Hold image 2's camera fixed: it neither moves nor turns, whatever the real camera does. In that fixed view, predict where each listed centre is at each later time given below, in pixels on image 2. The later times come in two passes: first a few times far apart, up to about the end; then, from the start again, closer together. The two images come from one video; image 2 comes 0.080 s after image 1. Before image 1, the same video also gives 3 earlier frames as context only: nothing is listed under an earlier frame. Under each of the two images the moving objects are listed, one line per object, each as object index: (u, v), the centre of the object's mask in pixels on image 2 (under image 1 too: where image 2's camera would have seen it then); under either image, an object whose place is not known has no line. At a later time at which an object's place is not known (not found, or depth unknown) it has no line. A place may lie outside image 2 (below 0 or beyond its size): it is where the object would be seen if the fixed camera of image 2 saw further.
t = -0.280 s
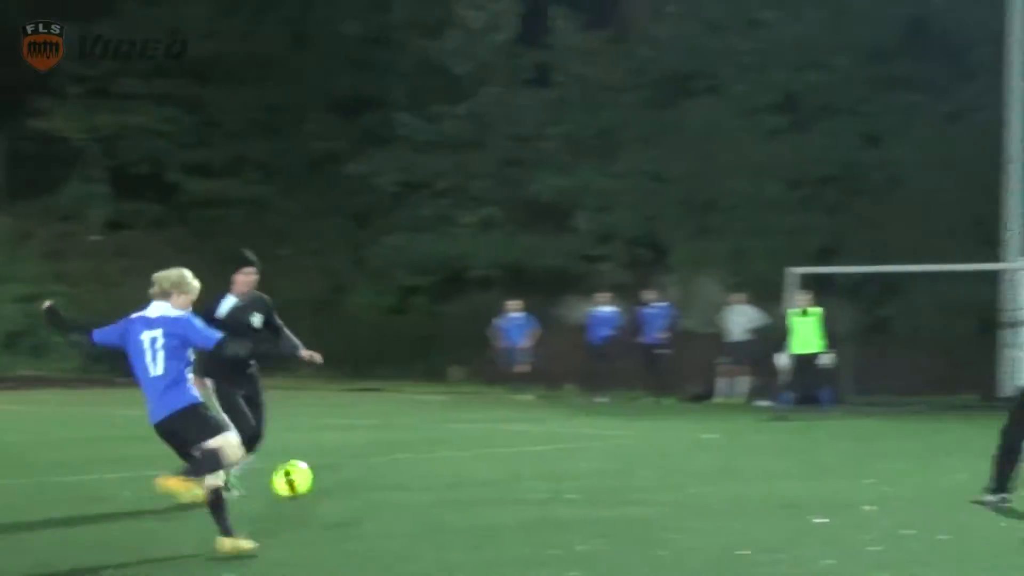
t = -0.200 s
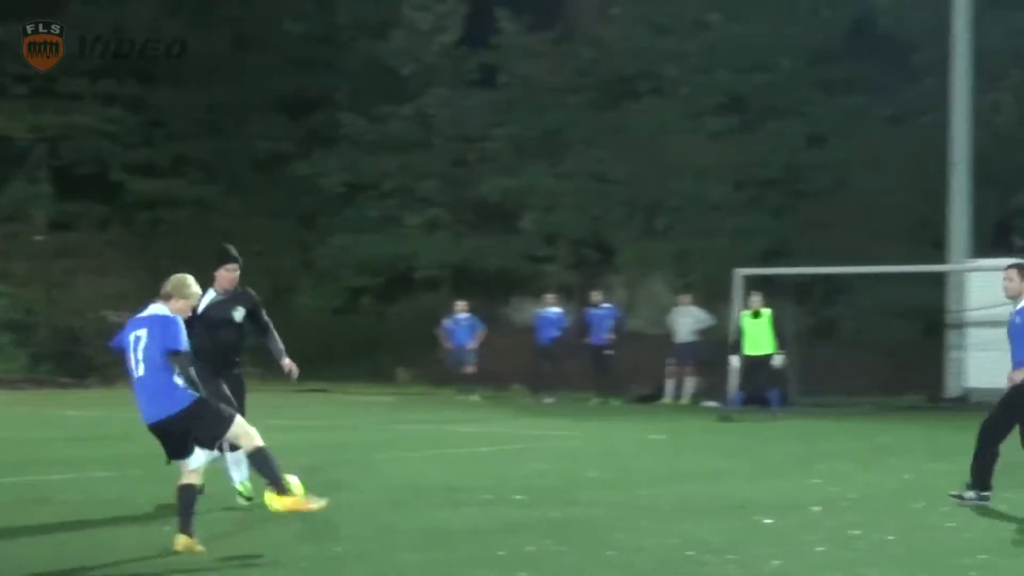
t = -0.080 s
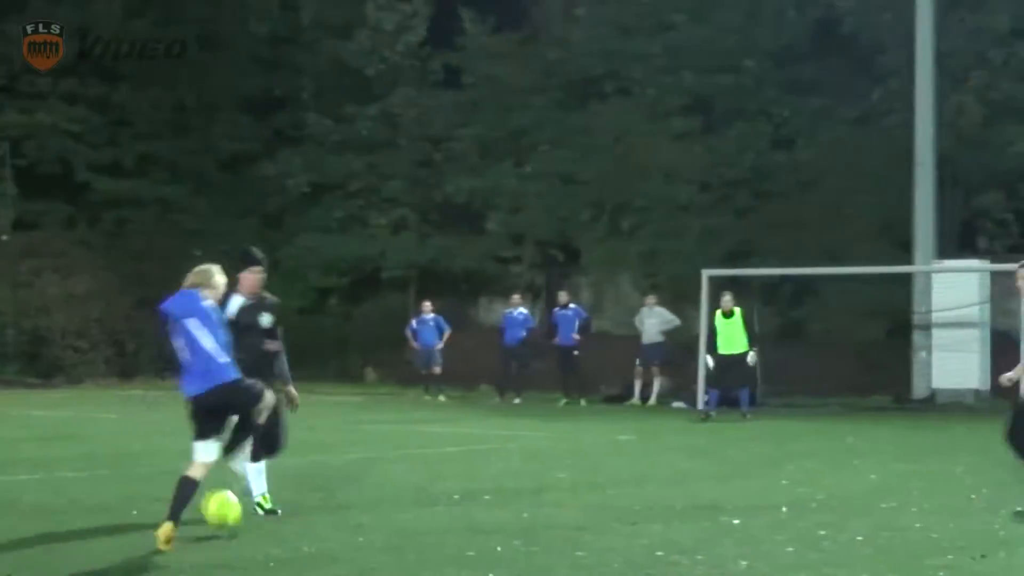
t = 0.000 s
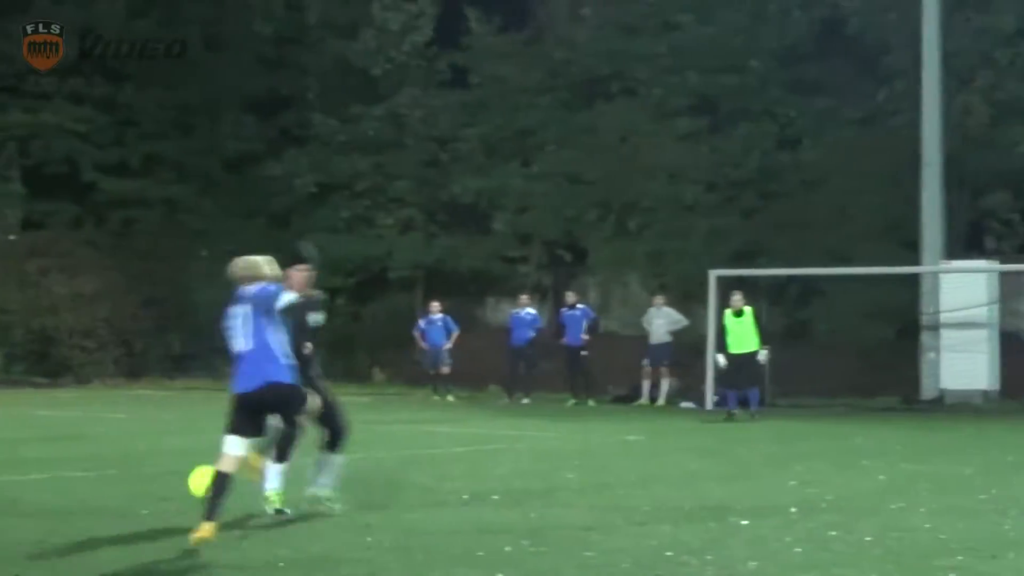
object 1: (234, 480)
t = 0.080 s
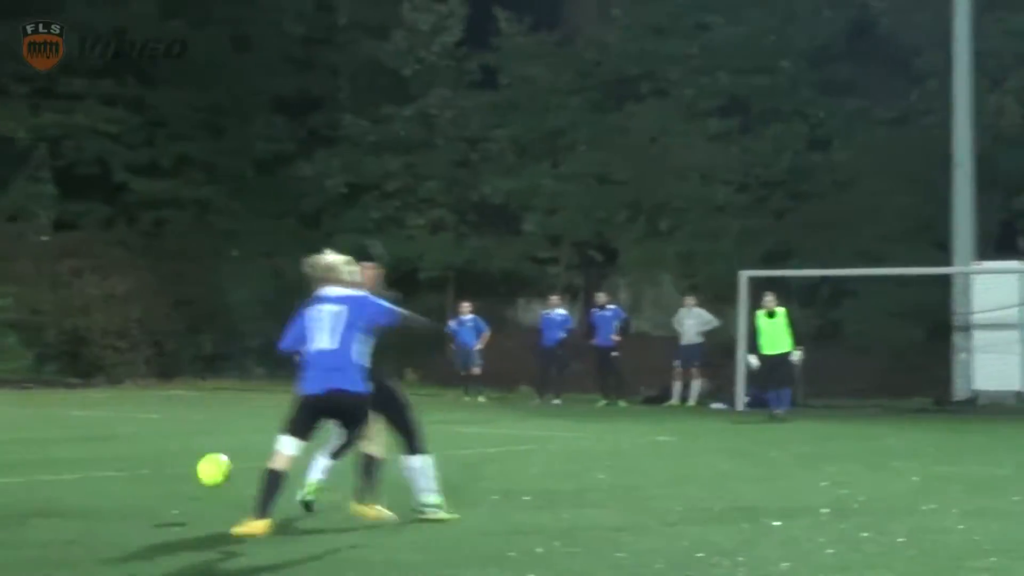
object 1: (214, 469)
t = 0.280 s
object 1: (166, 484)
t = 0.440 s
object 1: (142, 465)
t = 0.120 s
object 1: (202, 467)
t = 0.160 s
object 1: (192, 467)
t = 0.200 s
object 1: (181, 471)
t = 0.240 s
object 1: (173, 476)
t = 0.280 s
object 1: (166, 484)
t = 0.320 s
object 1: (157, 485)
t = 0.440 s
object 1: (142, 465)
